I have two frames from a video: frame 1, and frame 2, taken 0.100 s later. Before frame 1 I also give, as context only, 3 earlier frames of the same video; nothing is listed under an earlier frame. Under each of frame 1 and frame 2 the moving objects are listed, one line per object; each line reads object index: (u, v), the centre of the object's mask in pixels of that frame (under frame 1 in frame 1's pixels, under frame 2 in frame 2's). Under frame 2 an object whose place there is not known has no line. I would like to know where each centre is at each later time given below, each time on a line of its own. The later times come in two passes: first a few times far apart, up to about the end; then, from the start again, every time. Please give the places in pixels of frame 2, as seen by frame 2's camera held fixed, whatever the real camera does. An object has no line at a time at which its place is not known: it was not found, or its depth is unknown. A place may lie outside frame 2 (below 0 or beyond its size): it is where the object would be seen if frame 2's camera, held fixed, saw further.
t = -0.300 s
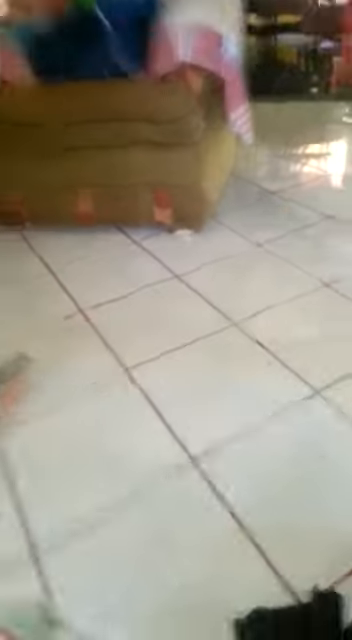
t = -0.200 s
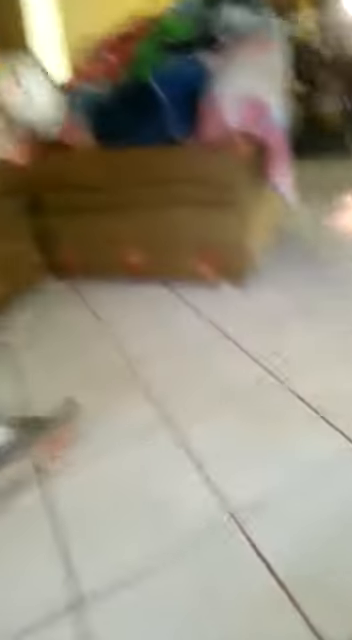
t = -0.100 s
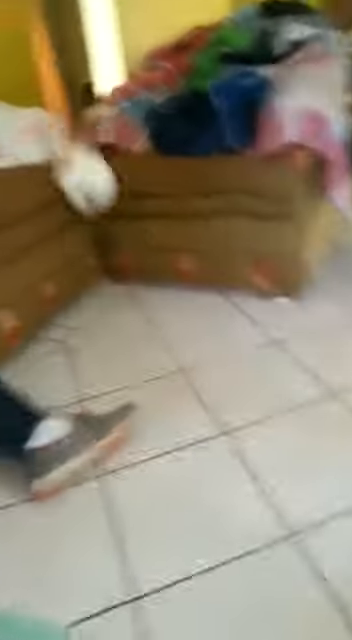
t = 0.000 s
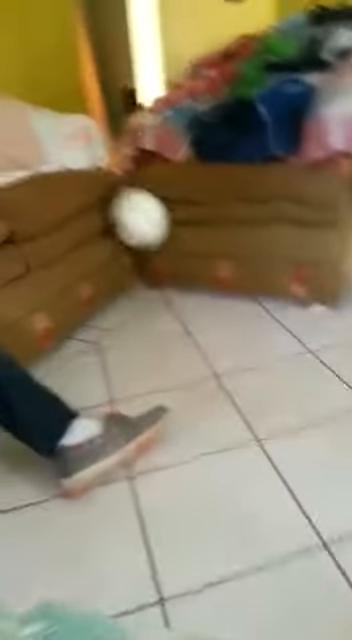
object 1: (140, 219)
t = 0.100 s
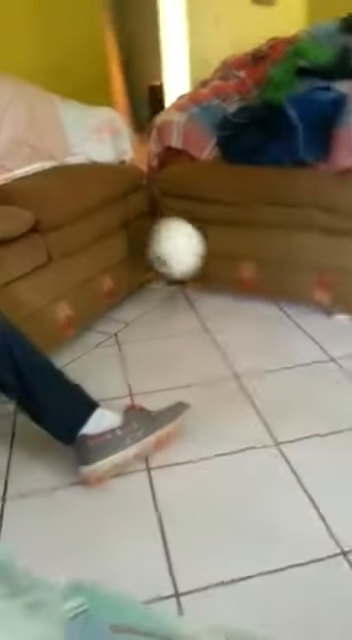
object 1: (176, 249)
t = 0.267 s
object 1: (203, 264)
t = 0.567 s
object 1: (272, 294)
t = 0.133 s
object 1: (181, 263)
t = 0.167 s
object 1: (186, 282)
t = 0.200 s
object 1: (192, 286)
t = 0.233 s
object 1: (198, 274)
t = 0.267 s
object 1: (203, 264)
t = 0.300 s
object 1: (210, 257)
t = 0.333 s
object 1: (216, 252)
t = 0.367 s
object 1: (223, 250)
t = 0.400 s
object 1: (230, 250)
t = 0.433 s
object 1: (238, 252)
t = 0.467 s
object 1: (245, 259)
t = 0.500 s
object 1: (253, 266)
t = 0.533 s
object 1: (262, 279)
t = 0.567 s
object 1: (272, 294)
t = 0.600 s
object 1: (283, 314)
